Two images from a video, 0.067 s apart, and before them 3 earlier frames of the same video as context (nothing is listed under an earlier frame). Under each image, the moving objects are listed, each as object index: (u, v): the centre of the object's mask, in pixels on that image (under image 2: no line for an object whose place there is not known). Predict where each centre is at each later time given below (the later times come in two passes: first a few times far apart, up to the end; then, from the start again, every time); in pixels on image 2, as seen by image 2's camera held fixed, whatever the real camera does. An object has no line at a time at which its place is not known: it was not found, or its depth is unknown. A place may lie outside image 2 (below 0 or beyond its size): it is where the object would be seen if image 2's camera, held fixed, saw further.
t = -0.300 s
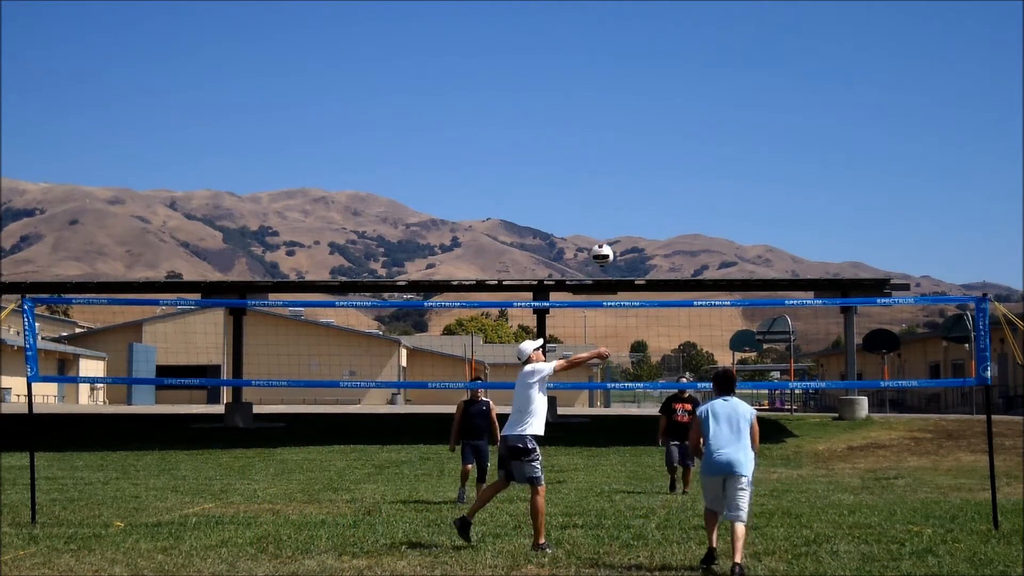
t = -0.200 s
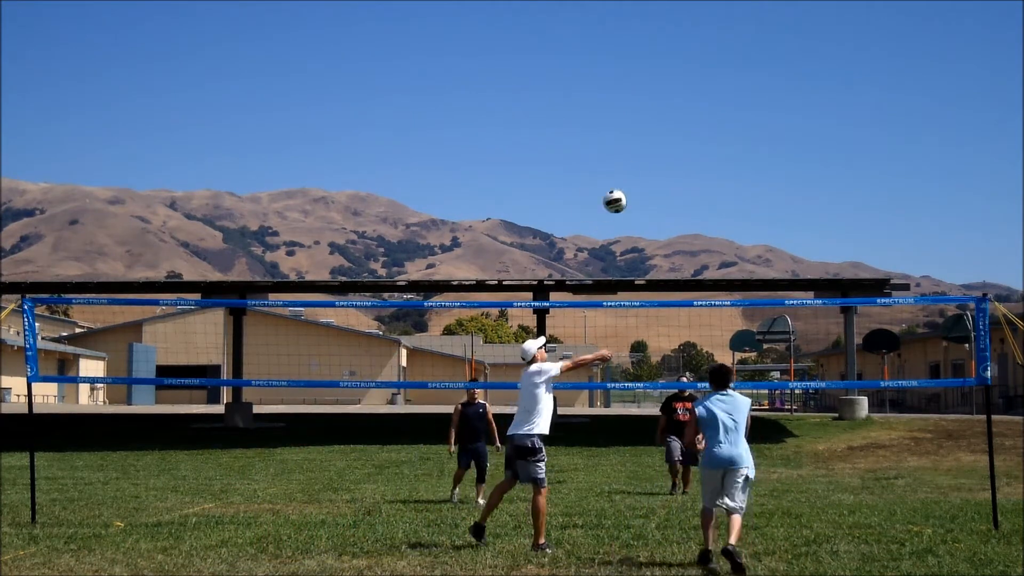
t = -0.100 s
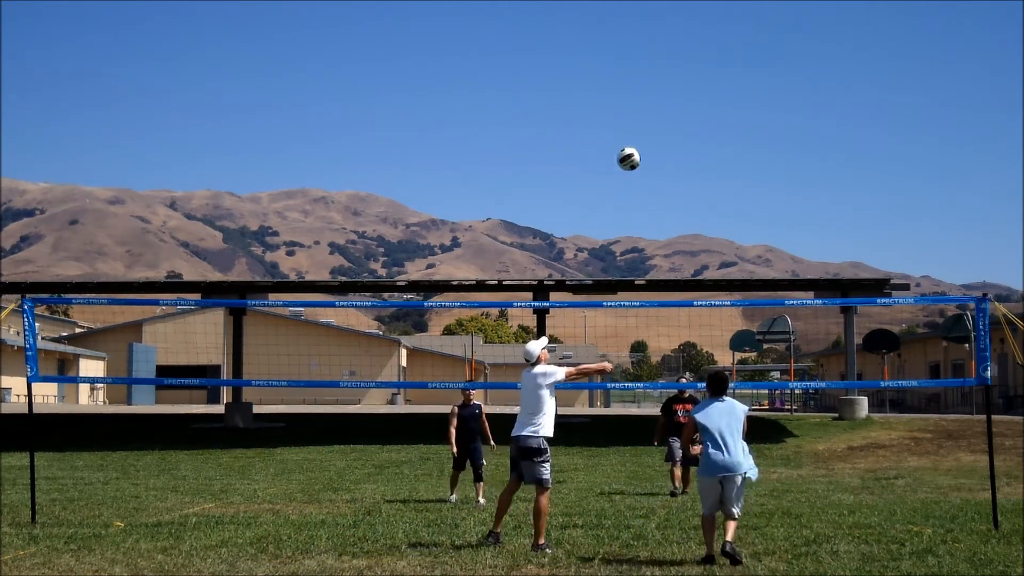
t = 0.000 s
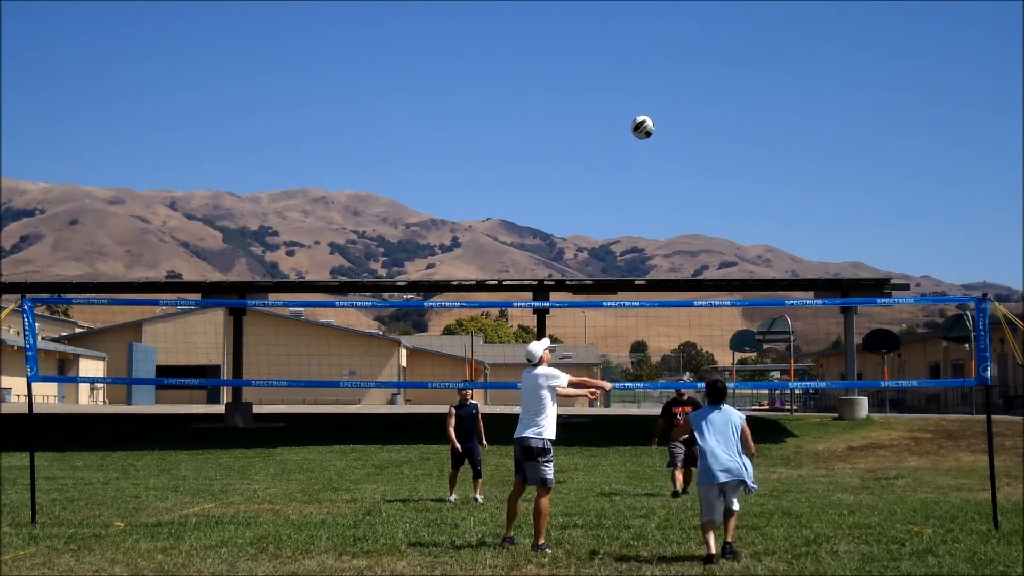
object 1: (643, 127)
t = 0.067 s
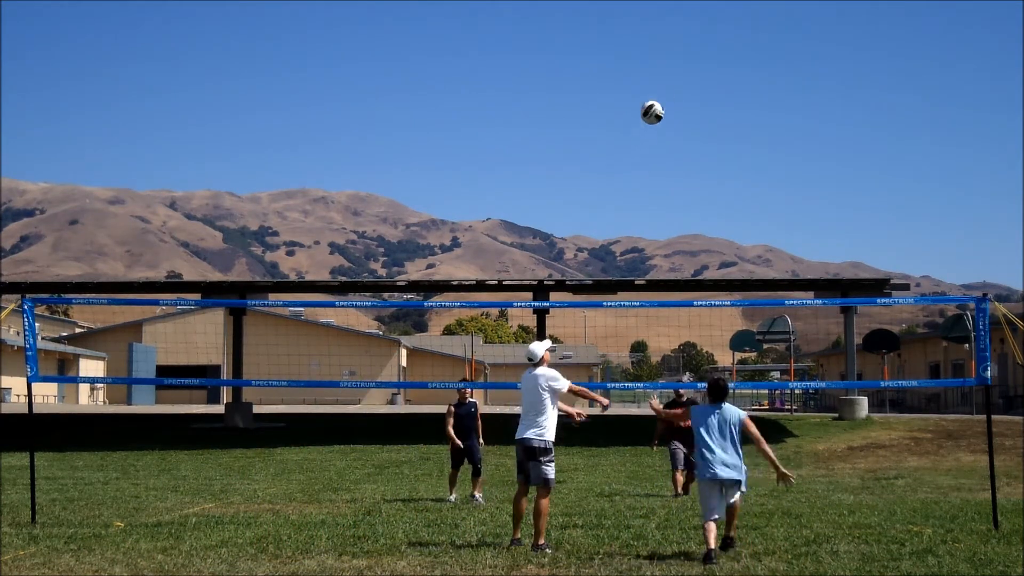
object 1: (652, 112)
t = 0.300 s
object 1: (686, 96)
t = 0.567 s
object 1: (725, 144)
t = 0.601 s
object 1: (730, 155)
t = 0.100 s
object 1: (657, 106)
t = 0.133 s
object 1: (662, 102)
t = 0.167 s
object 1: (666, 98)
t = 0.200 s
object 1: (671, 96)
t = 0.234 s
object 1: (676, 95)
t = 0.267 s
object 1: (681, 95)
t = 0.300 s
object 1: (686, 96)
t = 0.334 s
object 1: (690, 98)
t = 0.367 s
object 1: (695, 101)
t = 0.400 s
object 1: (700, 105)
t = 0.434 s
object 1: (705, 111)
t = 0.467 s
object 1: (710, 117)
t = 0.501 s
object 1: (715, 125)
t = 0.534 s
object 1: (720, 134)
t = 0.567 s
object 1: (725, 144)
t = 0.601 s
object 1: (730, 155)
